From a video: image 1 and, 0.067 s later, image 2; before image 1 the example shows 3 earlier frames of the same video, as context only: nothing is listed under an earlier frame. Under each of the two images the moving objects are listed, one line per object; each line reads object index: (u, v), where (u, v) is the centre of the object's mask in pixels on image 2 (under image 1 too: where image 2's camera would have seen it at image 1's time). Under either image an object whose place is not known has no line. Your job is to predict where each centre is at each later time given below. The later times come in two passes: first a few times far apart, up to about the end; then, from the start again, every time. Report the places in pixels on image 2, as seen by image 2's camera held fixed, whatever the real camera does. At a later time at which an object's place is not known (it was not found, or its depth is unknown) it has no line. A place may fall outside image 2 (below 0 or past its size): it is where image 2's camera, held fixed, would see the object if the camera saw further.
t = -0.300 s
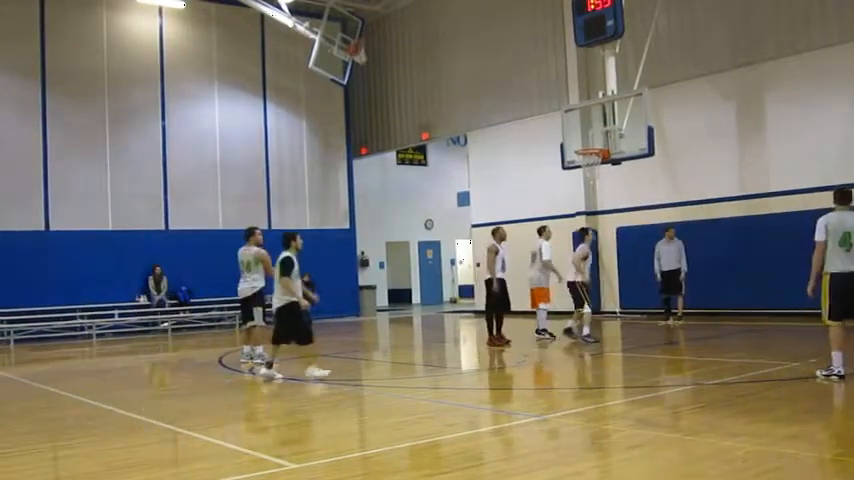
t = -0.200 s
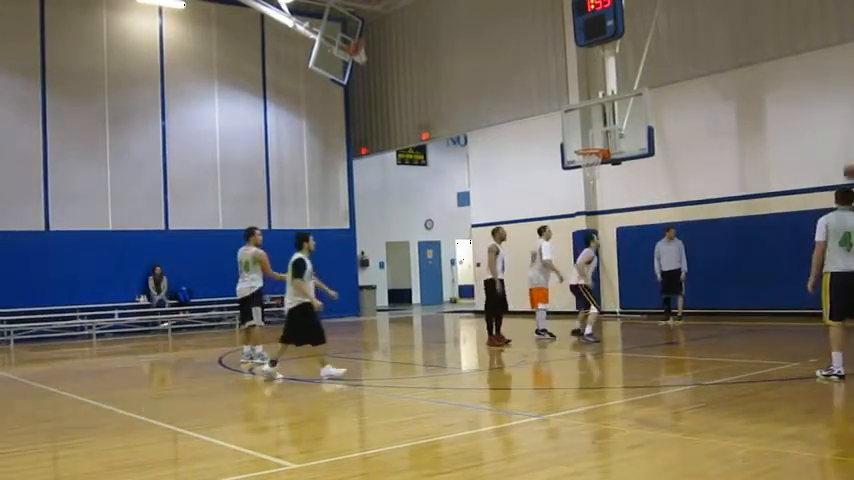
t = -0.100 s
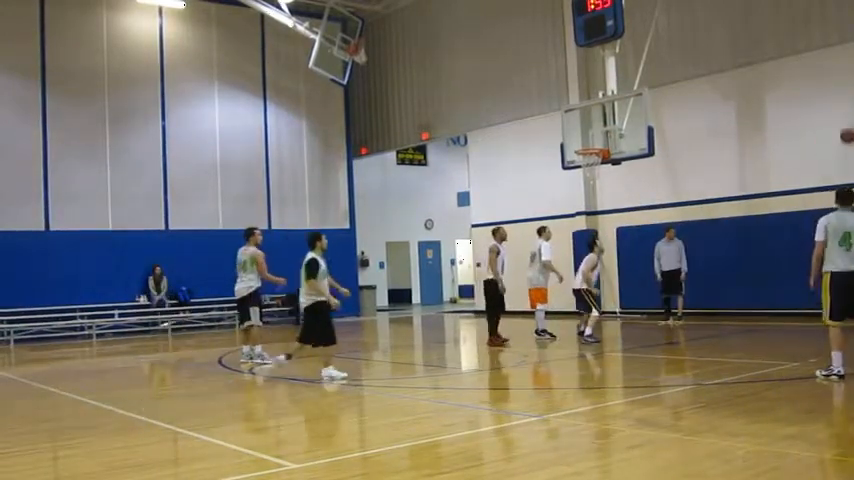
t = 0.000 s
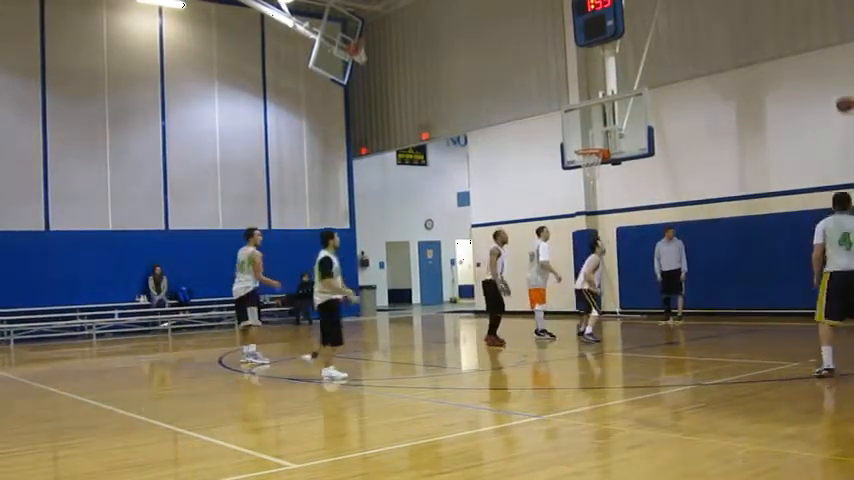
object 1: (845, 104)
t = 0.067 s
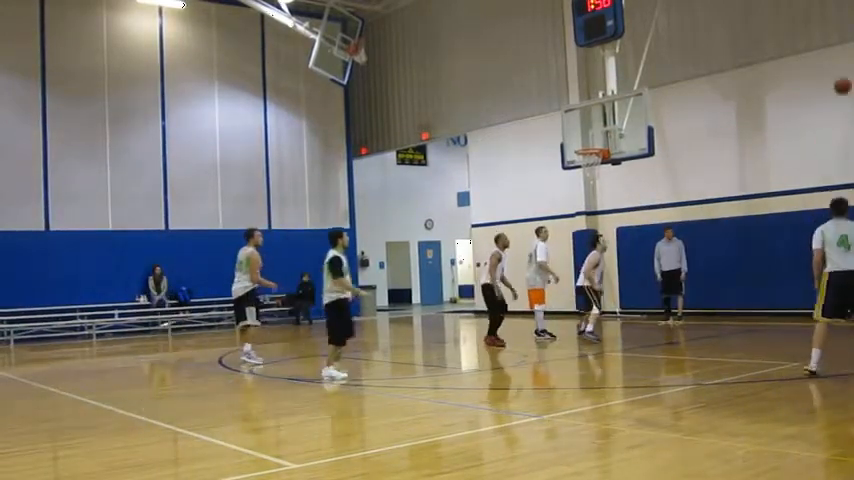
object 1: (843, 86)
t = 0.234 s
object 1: (838, 51)
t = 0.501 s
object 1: (830, 31)
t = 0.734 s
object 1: (826, 56)
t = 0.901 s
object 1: (823, 106)
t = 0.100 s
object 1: (841, 78)
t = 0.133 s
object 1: (841, 70)
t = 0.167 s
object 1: (839, 63)
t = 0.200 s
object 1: (838, 56)
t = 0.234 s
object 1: (838, 51)
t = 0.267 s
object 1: (837, 46)
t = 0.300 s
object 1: (835, 41)
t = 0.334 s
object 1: (835, 38)
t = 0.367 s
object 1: (834, 35)
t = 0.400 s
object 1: (833, 32)
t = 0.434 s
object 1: (832, 31)
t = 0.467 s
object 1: (831, 31)
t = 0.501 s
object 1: (830, 31)
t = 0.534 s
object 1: (829, 31)
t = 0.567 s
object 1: (829, 32)
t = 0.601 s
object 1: (828, 36)
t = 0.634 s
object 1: (827, 39)
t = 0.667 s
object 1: (827, 44)
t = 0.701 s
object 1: (826, 49)
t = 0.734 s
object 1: (826, 56)
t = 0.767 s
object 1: (825, 64)
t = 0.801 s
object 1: (825, 73)
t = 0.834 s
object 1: (824, 82)
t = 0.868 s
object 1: (824, 94)
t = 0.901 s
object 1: (823, 106)
